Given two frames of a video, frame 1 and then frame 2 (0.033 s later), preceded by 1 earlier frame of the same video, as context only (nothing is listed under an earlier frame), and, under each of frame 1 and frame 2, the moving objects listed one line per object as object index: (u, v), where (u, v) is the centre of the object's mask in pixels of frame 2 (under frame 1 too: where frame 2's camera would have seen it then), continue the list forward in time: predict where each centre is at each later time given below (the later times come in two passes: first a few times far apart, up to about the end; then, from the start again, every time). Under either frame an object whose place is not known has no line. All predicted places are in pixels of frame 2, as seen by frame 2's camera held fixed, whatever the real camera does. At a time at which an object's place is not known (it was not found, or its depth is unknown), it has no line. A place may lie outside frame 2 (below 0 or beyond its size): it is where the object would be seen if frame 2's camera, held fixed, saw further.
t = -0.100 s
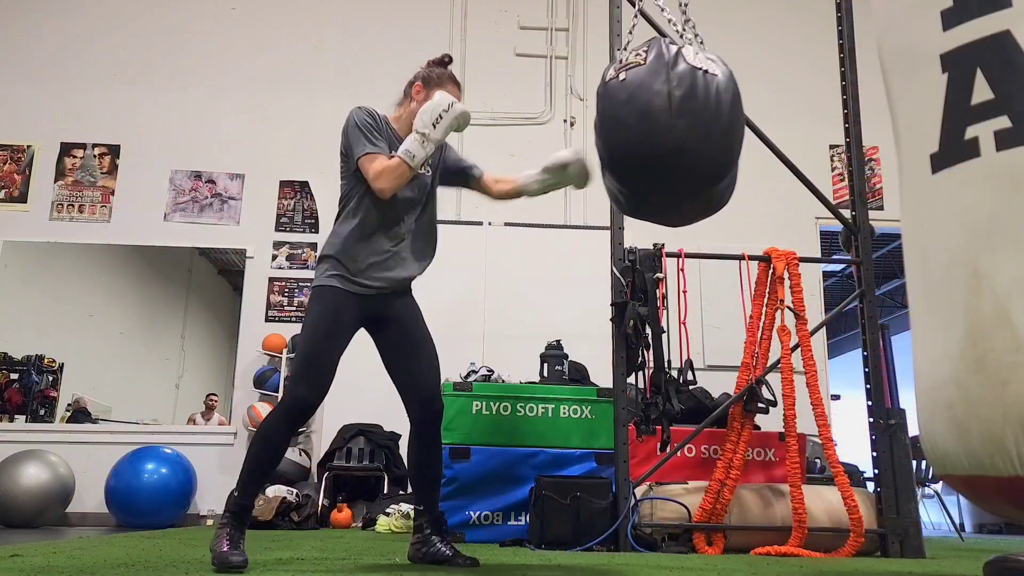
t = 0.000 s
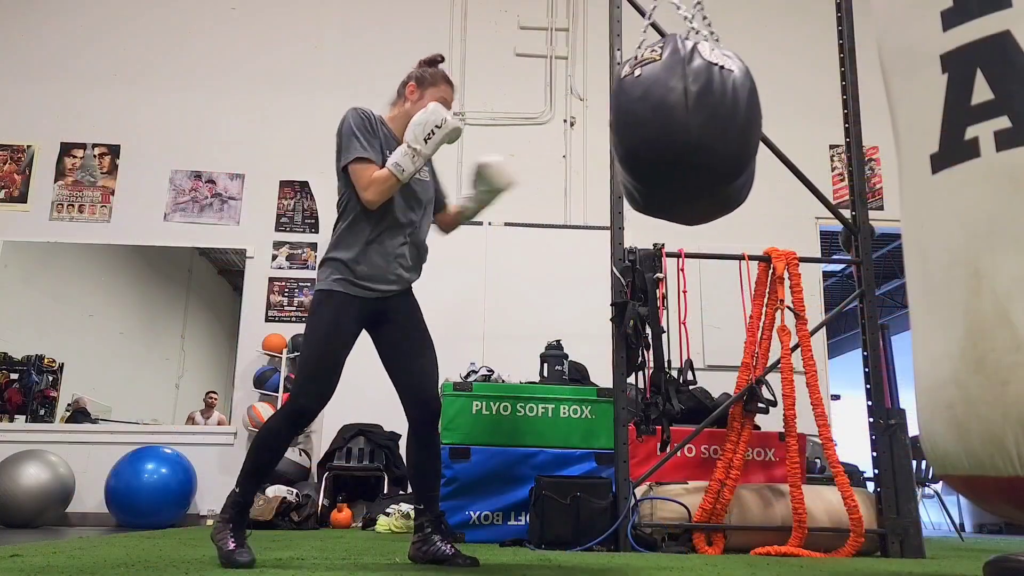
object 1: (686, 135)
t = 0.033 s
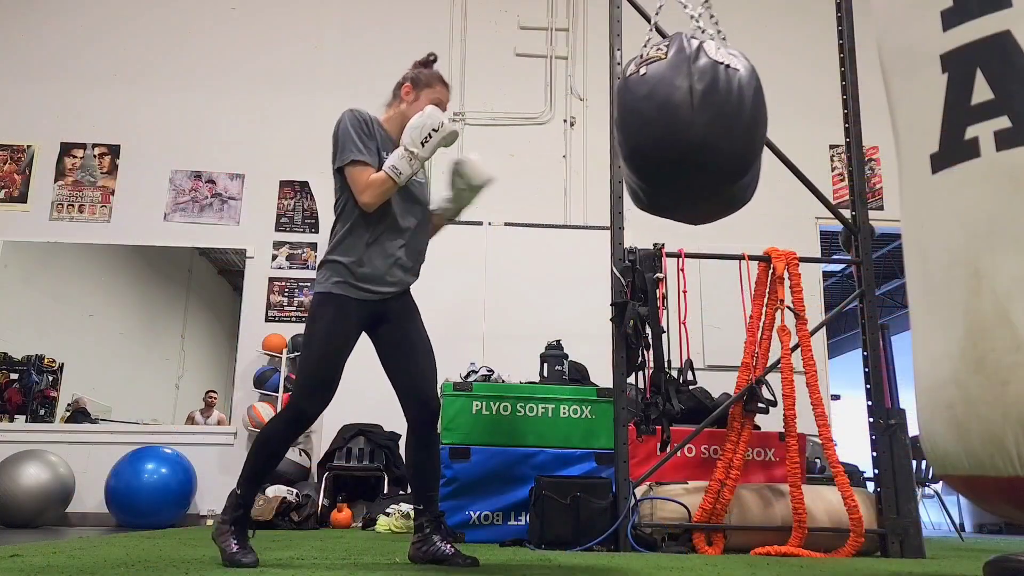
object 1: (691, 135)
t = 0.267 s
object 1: (722, 126)
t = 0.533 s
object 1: (734, 122)
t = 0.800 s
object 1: (716, 127)
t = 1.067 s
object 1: (676, 136)
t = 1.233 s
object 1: (650, 140)
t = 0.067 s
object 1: (696, 133)
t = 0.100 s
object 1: (701, 131)
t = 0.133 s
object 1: (706, 130)
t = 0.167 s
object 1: (710, 129)
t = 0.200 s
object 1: (715, 128)
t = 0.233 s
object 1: (718, 127)
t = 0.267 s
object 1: (722, 126)
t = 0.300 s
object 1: (725, 125)
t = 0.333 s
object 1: (728, 124)
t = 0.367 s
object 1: (730, 123)
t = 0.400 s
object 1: (732, 123)
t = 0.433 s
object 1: (733, 122)
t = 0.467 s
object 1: (734, 122)
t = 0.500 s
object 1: (734, 122)
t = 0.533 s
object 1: (734, 122)
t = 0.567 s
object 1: (734, 122)
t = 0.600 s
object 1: (733, 122)
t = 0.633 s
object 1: (731, 123)
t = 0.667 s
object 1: (729, 123)
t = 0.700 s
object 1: (726, 124)
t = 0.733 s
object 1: (723, 125)
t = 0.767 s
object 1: (720, 126)
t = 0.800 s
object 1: (716, 127)
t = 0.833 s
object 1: (712, 128)
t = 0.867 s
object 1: (708, 129)
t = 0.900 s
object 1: (703, 130)
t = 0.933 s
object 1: (698, 131)
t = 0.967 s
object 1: (693, 132)
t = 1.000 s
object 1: (687, 134)
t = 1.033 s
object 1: (682, 135)
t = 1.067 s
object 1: (676, 136)
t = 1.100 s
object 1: (671, 137)
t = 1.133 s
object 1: (665, 138)
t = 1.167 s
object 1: (660, 138)
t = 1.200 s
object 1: (655, 139)
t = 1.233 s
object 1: (650, 140)
